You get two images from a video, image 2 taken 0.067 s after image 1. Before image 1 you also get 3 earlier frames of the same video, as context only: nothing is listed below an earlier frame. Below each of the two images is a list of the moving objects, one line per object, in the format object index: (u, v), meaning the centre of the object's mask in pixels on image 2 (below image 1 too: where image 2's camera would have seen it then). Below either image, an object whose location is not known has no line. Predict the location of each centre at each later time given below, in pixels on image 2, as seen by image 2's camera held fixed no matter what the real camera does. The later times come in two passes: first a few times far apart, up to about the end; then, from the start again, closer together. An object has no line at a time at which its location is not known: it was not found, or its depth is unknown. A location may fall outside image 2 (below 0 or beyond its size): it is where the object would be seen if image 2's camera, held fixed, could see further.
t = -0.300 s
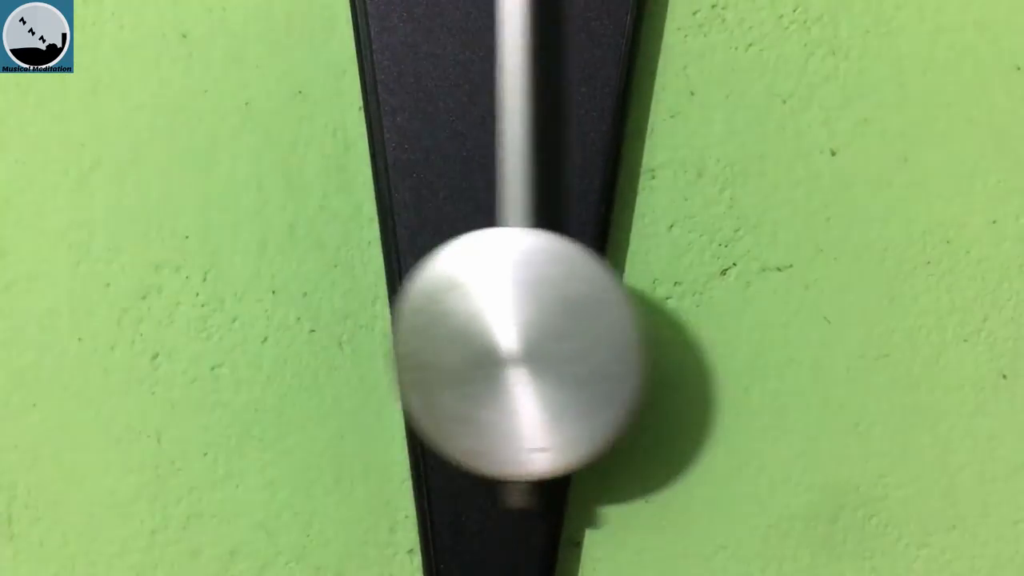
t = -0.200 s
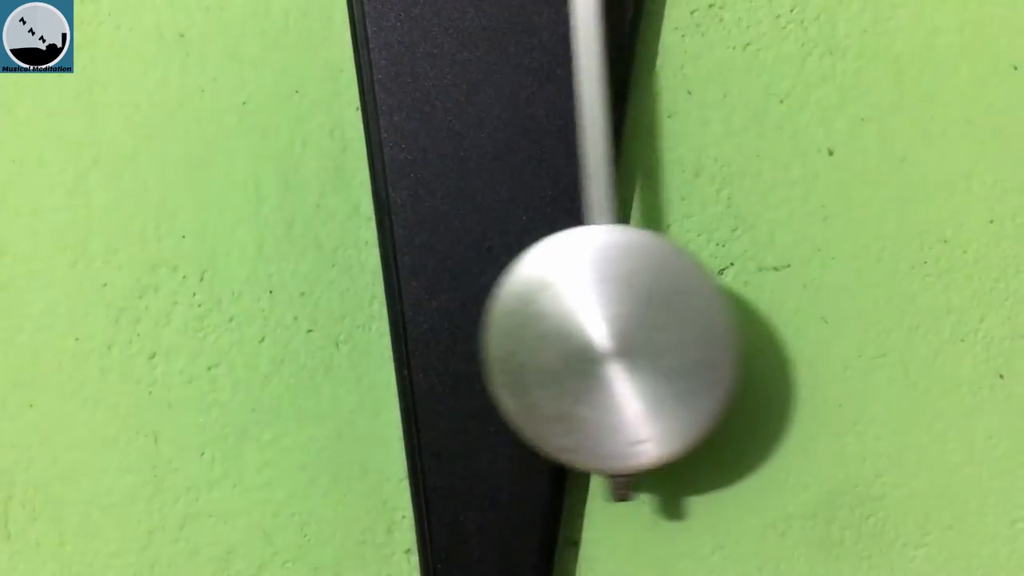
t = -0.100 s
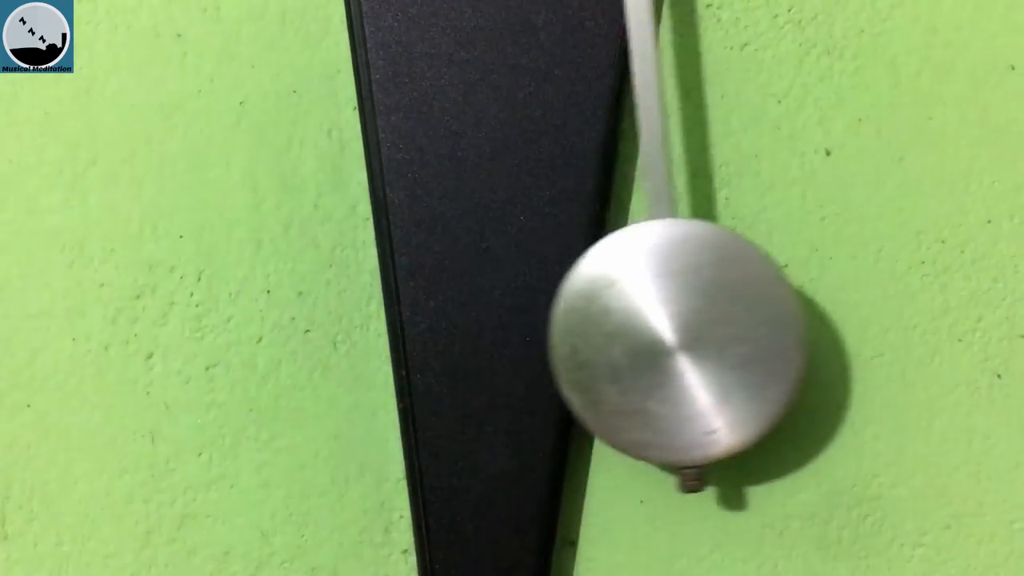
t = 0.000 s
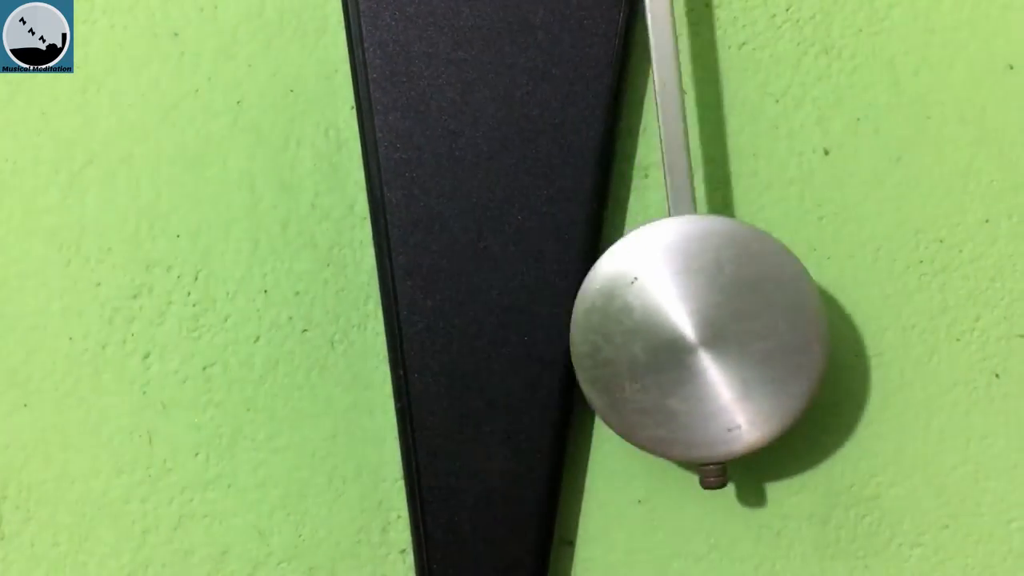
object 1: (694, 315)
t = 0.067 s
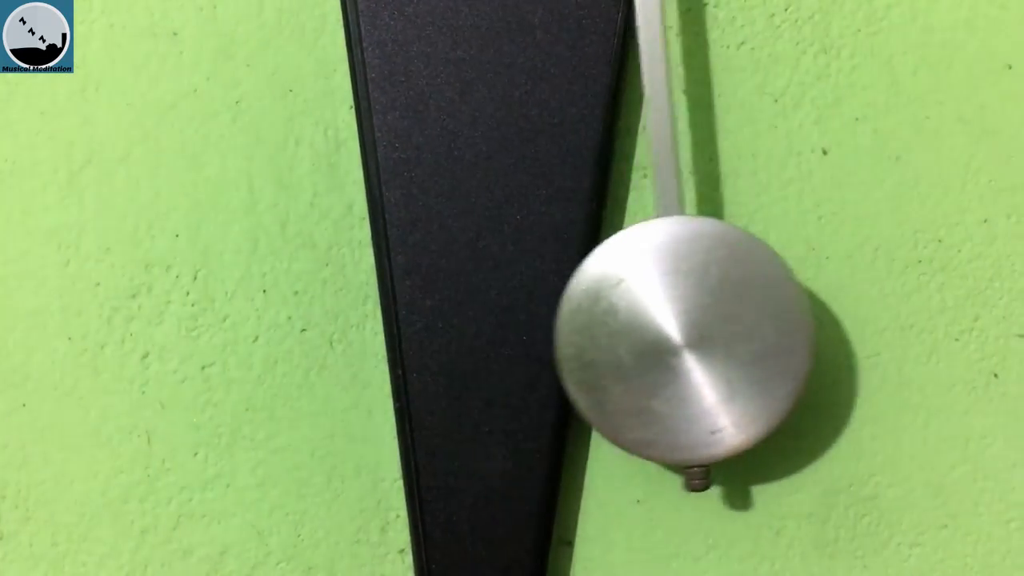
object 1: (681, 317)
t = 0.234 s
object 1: (560, 318)
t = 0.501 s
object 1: (331, 321)
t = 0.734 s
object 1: (373, 319)
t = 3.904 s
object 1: (438, 319)
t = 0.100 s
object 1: (666, 318)
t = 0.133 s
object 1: (645, 319)
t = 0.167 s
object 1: (620, 318)
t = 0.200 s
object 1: (592, 319)
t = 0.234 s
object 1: (560, 318)
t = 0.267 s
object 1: (528, 320)
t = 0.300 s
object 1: (497, 320)
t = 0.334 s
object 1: (464, 319)
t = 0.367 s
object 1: (432, 321)
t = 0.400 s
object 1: (401, 319)
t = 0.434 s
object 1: (373, 320)
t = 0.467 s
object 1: (349, 322)
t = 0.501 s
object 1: (331, 321)
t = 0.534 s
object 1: (318, 320)
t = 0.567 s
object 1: (312, 319)
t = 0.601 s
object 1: (311, 319)
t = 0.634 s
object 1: (318, 320)
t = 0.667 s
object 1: (331, 320)
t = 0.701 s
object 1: (349, 319)
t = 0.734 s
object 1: (373, 319)
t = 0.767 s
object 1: (400, 318)
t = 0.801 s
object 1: (431, 318)
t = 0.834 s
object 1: (463, 317)
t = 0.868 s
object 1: (495, 318)
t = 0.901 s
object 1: (527, 318)
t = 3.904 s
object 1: (438, 319)
